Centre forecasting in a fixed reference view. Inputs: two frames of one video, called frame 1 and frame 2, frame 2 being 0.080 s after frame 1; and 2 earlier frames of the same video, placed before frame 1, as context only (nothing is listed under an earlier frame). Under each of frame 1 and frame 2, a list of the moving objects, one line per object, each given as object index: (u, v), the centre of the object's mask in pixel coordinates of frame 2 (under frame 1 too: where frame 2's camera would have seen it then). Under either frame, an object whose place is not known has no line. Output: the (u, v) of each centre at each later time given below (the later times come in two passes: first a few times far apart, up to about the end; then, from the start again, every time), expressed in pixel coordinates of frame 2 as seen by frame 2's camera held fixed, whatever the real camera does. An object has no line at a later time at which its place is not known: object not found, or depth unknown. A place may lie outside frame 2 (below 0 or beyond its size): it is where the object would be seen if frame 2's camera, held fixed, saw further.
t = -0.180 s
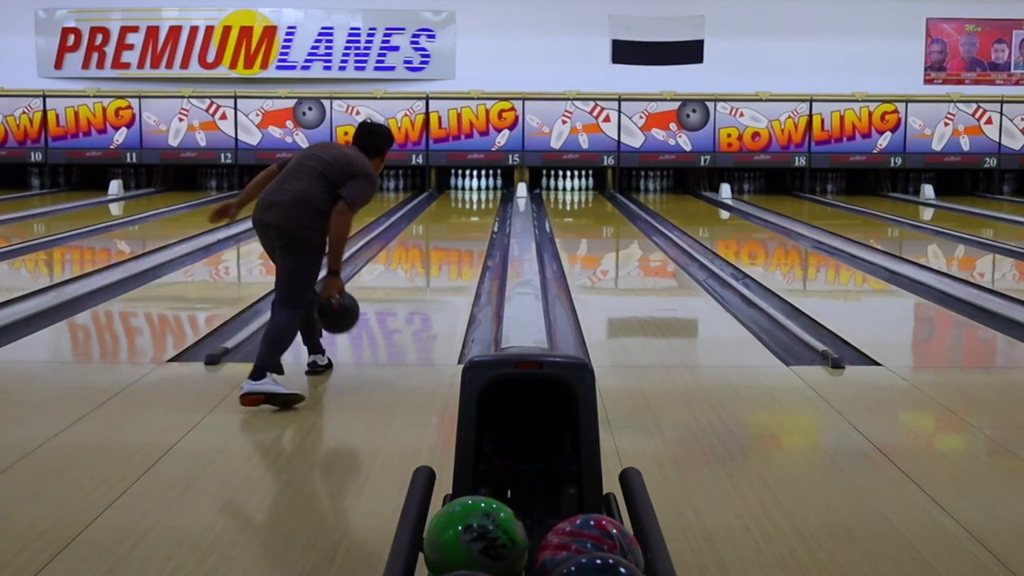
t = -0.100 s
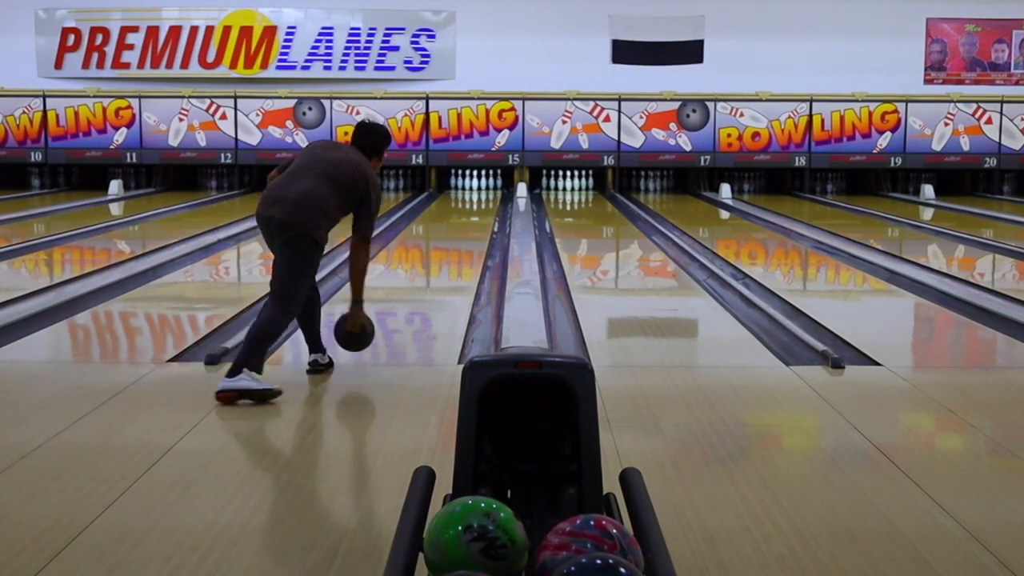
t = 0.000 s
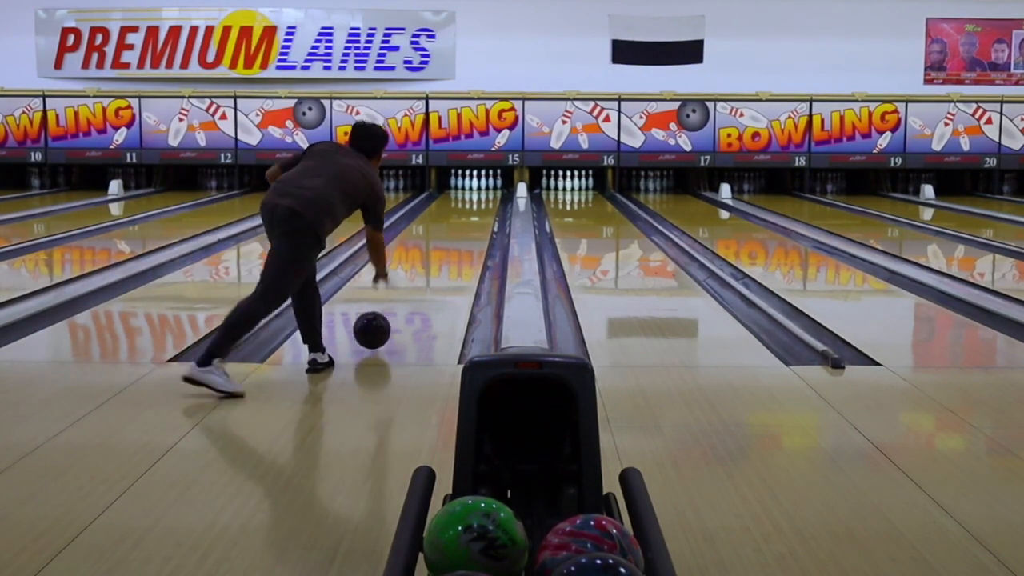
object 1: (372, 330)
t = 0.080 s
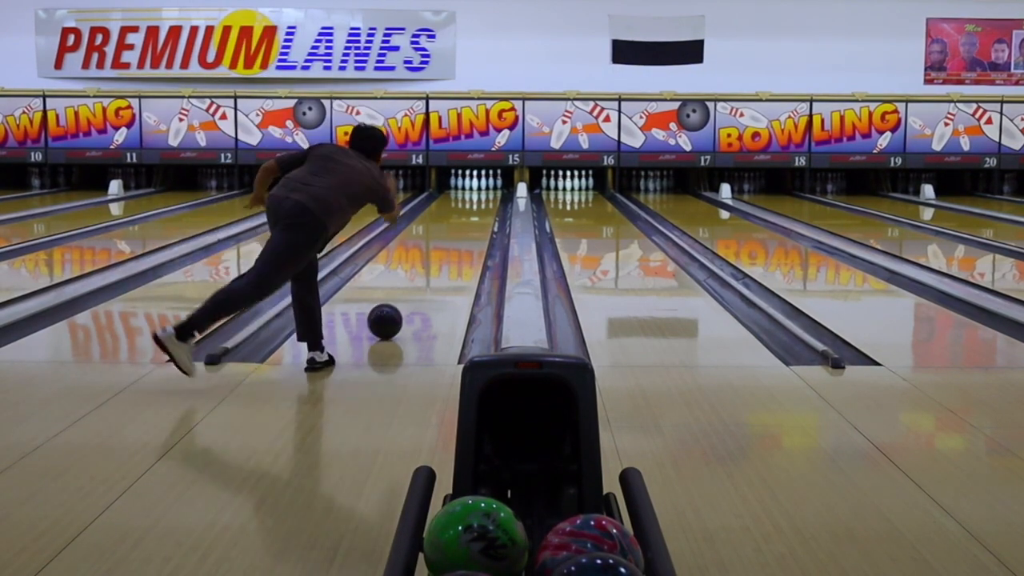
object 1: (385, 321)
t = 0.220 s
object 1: (404, 302)
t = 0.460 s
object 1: (428, 277)
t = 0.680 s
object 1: (445, 260)
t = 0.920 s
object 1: (459, 245)
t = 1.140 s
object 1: (469, 235)
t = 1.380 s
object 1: (477, 224)
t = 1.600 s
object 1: (482, 216)
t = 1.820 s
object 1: (485, 211)
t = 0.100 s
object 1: (388, 318)
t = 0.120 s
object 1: (390, 315)
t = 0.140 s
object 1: (393, 313)
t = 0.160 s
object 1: (396, 310)
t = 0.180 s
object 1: (398, 307)
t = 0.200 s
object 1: (401, 305)
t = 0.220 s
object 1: (404, 302)
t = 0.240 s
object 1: (406, 300)
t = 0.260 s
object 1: (408, 298)
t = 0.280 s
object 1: (410, 295)
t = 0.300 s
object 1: (413, 293)
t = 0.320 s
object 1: (415, 291)
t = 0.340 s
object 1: (417, 289)
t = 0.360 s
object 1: (419, 287)
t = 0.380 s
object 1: (421, 285)
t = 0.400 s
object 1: (423, 283)
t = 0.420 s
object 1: (425, 281)
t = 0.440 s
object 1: (426, 279)
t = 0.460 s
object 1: (428, 277)
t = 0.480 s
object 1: (430, 275)
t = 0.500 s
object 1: (432, 274)
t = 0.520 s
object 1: (433, 272)
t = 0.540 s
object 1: (435, 270)
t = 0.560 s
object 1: (436, 269)
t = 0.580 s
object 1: (438, 267)
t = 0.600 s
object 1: (440, 266)
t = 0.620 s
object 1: (441, 264)
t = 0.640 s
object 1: (443, 263)
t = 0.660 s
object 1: (444, 261)
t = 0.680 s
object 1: (445, 260)
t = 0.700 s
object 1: (447, 259)
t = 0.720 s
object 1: (448, 257)
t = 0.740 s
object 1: (449, 256)
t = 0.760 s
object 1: (451, 254)
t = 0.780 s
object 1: (452, 253)
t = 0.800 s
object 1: (453, 252)
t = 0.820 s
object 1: (454, 251)
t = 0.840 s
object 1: (455, 250)
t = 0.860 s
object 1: (456, 249)
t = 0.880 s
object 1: (458, 247)
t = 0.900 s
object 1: (458, 246)
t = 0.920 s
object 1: (459, 245)
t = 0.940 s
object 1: (460, 244)
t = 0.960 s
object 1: (461, 243)
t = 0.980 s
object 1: (462, 242)
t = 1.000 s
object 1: (463, 241)
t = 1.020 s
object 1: (464, 240)
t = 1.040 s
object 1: (465, 239)
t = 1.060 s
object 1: (466, 238)
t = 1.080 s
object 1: (467, 237)
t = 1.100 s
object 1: (468, 236)
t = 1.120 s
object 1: (468, 235)
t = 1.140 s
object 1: (469, 235)
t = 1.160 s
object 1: (470, 233)
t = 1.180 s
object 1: (471, 233)
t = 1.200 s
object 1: (472, 232)
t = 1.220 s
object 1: (473, 231)
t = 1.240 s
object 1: (473, 230)
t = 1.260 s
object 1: (473, 229)
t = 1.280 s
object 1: (474, 228)
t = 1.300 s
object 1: (475, 227)
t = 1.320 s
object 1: (476, 226)
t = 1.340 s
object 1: (476, 226)
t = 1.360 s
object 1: (477, 225)
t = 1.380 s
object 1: (477, 224)
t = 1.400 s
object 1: (477, 223)
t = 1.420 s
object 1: (478, 222)
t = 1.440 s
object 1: (479, 222)
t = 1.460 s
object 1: (479, 221)
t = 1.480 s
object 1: (480, 220)
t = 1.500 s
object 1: (480, 220)
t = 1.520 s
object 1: (480, 219)
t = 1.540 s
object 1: (481, 219)
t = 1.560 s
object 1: (481, 218)
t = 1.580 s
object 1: (482, 217)
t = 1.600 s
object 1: (482, 216)
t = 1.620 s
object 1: (482, 216)
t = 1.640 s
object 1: (482, 215)
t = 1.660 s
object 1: (483, 215)
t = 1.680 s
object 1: (483, 214)
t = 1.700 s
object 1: (483, 213)
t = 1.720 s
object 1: (484, 213)
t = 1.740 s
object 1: (484, 212)
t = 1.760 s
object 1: (484, 212)
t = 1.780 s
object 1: (484, 211)
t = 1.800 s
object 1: (485, 211)
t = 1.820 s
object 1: (485, 211)
